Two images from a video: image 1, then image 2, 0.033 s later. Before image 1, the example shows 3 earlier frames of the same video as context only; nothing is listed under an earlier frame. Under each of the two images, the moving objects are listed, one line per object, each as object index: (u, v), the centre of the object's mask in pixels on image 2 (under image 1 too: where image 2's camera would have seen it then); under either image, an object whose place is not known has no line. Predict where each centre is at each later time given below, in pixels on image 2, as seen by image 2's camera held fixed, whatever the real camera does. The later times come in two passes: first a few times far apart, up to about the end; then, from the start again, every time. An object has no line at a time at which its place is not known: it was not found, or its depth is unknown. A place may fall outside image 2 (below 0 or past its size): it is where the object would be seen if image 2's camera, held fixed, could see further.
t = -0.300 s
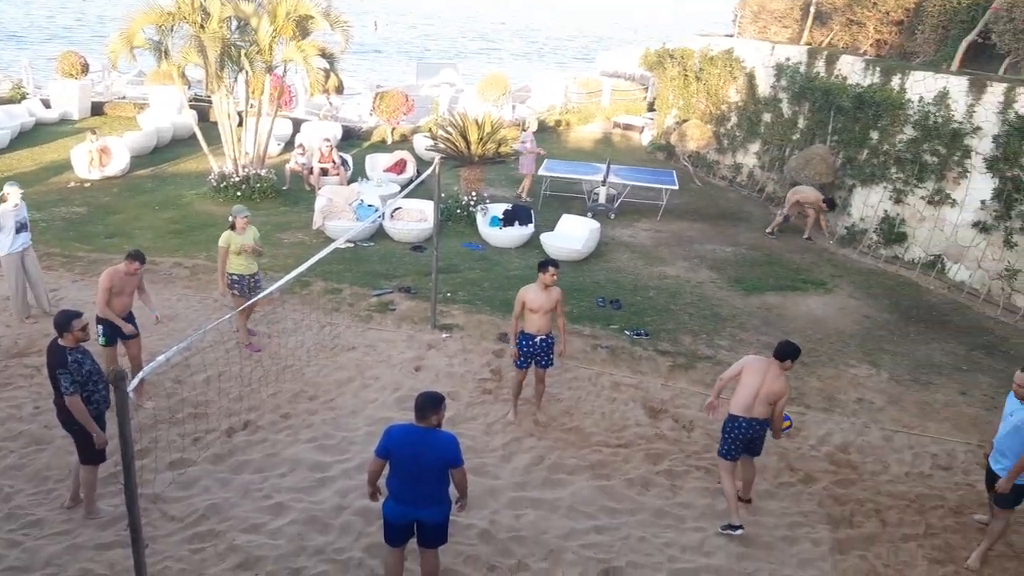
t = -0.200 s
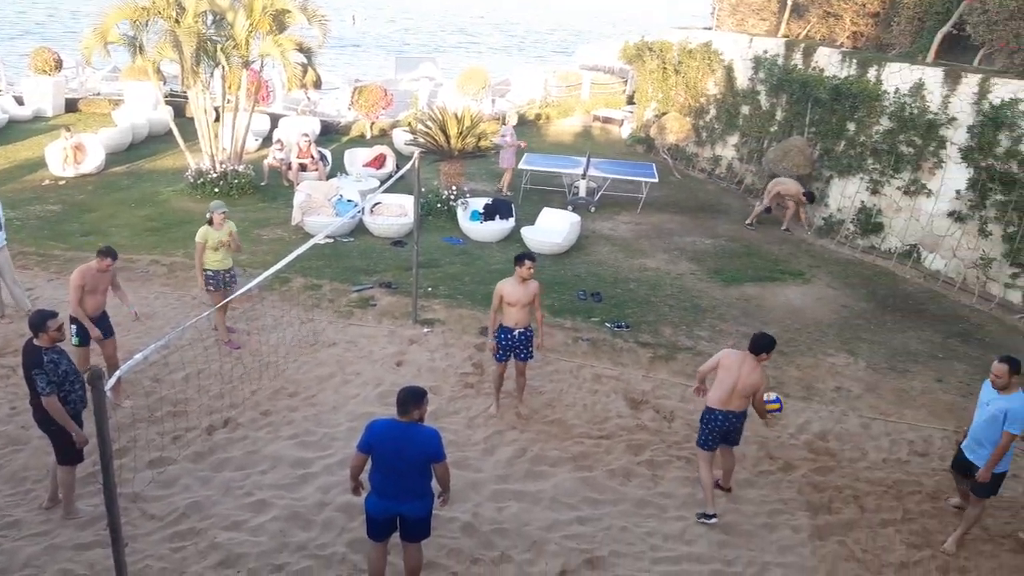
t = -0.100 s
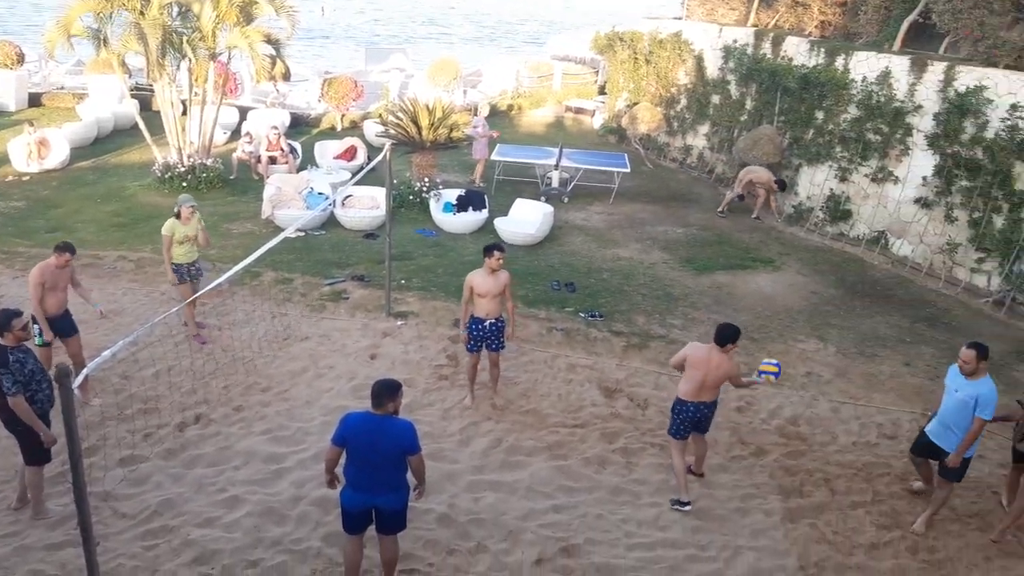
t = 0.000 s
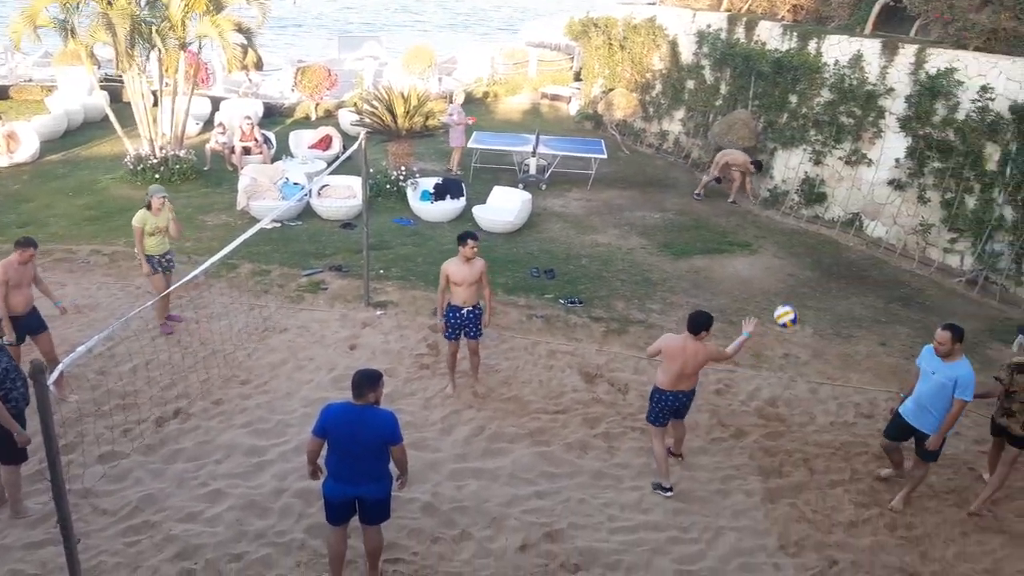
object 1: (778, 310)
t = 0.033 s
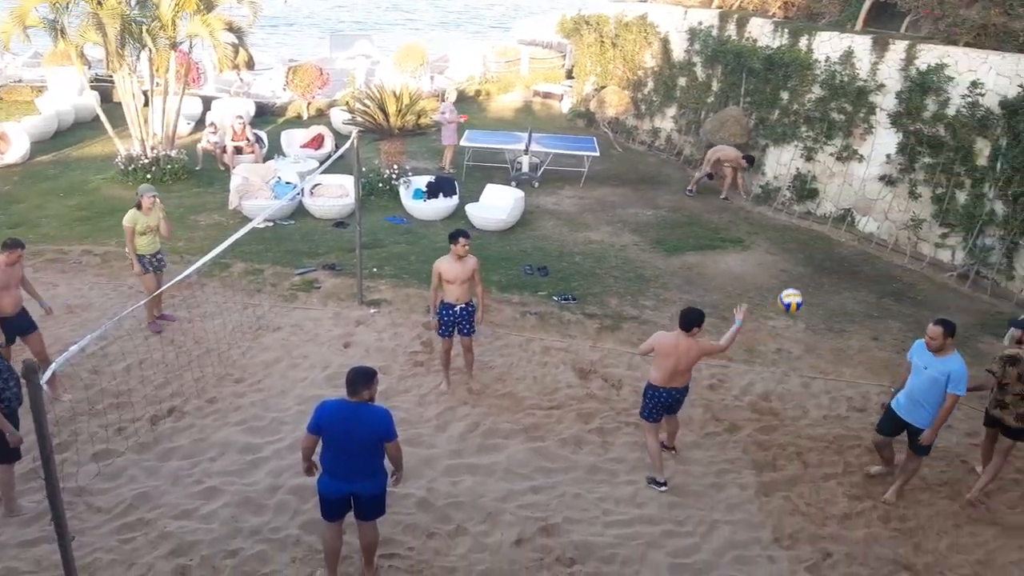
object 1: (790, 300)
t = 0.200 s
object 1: (851, 260)
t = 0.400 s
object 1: (918, 249)
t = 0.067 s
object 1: (803, 290)
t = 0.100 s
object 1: (815, 280)
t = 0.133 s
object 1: (827, 272)
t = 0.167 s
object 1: (839, 266)
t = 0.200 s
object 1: (851, 260)
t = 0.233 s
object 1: (863, 255)
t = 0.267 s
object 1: (874, 251)
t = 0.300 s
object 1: (886, 249)
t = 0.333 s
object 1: (897, 248)
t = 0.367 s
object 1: (907, 248)
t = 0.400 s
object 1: (918, 249)
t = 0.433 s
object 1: (928, 251)
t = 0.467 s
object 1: (938, 255)
